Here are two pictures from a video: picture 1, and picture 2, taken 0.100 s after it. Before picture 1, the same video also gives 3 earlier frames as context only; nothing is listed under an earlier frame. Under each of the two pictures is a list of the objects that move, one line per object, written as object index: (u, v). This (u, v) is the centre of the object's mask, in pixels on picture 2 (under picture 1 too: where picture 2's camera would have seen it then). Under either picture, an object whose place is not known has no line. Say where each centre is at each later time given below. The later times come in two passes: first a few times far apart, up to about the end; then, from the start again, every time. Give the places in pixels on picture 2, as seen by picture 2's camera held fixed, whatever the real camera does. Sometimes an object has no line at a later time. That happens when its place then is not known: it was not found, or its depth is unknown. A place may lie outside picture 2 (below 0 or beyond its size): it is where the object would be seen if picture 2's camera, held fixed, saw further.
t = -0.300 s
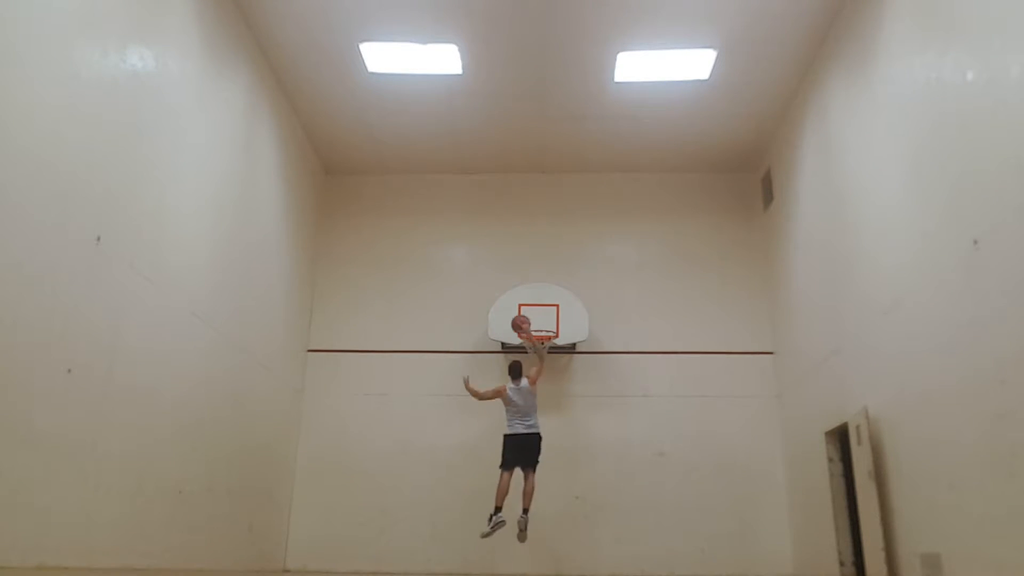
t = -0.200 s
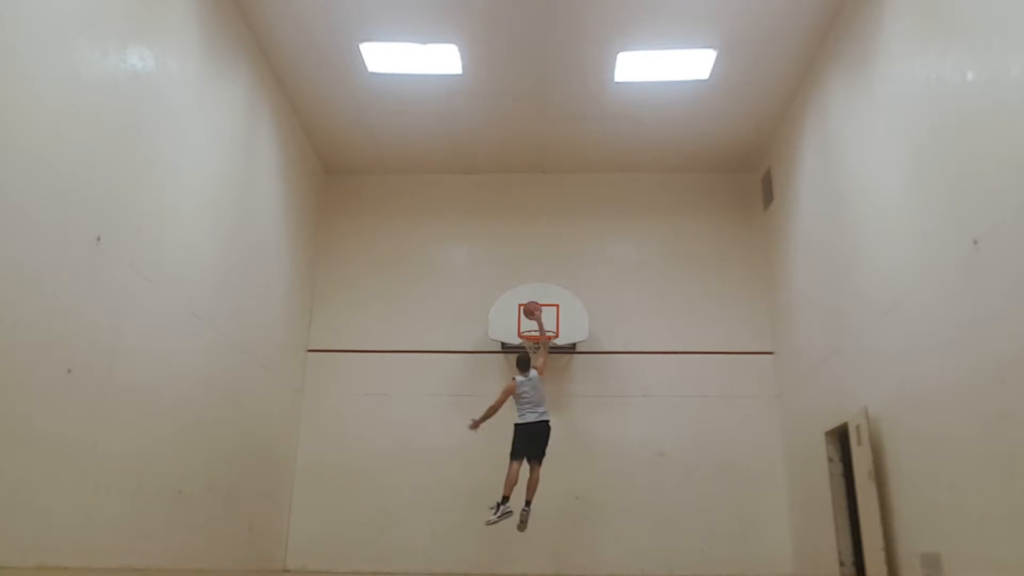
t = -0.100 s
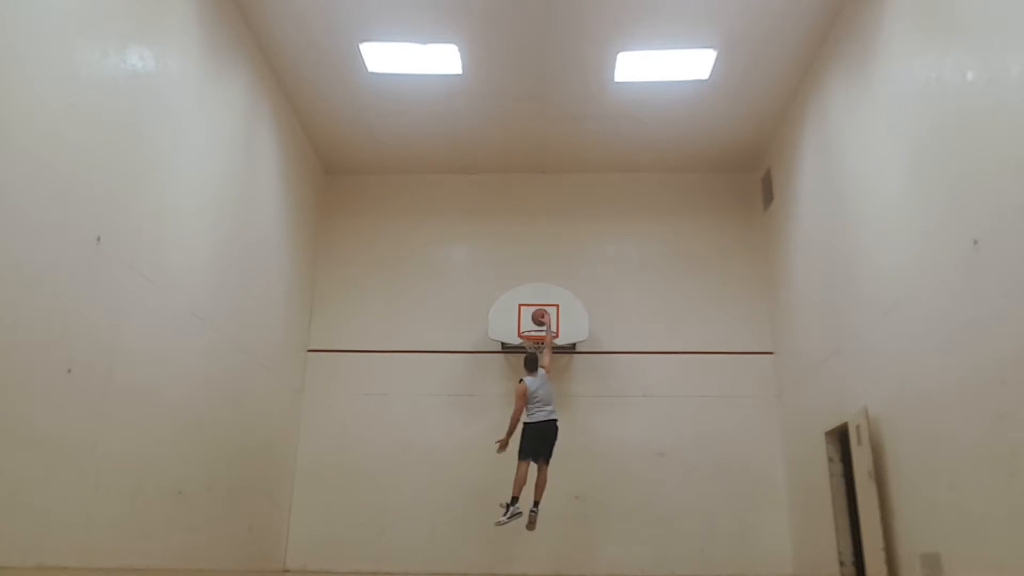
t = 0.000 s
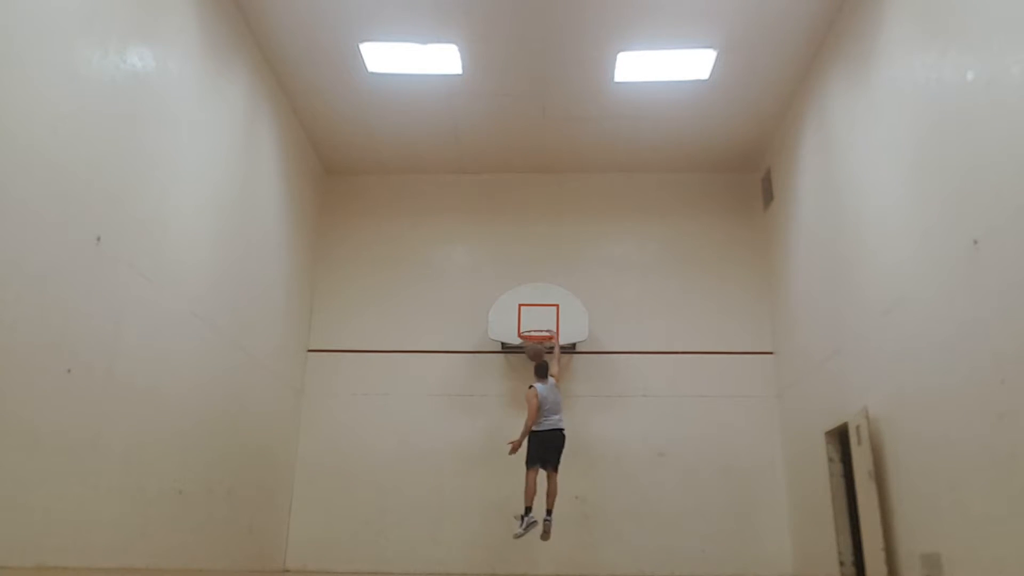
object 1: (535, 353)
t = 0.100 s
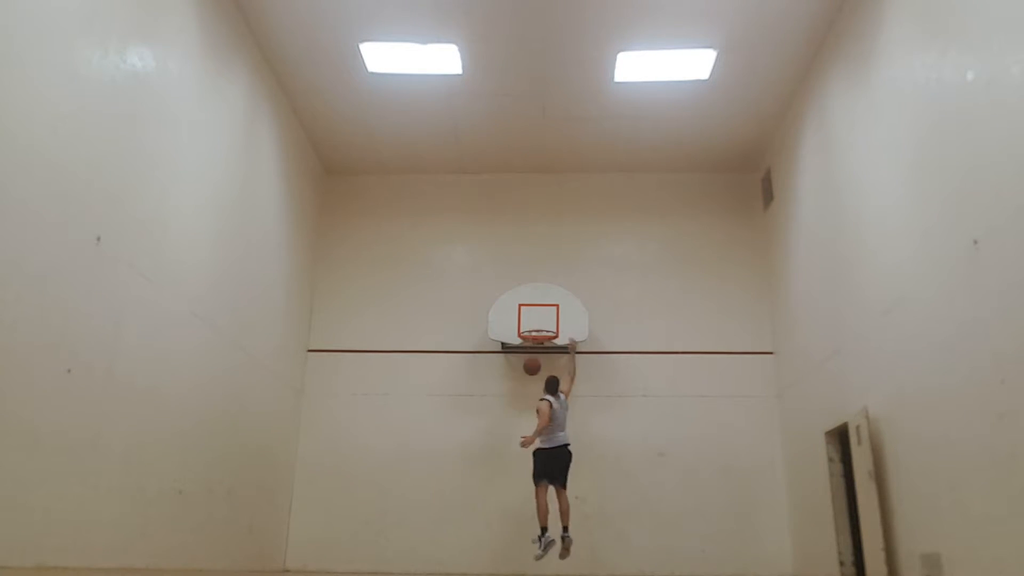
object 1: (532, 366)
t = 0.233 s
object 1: (527, 396)
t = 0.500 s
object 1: (517, 497)
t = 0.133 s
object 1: (531, 373)
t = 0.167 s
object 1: (529, 380)
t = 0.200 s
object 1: (528, 387)
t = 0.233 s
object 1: (527, 396)
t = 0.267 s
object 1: (526, 406)
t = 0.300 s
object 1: (525, 416)
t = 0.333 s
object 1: (524, 427)
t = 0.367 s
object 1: (522, 439)
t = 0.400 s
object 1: (521, 452)
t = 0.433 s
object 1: (519, 467)
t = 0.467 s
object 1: (518, 481)
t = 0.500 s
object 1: (517, 497)
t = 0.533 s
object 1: (515, 514)
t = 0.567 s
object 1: (514, 532)
